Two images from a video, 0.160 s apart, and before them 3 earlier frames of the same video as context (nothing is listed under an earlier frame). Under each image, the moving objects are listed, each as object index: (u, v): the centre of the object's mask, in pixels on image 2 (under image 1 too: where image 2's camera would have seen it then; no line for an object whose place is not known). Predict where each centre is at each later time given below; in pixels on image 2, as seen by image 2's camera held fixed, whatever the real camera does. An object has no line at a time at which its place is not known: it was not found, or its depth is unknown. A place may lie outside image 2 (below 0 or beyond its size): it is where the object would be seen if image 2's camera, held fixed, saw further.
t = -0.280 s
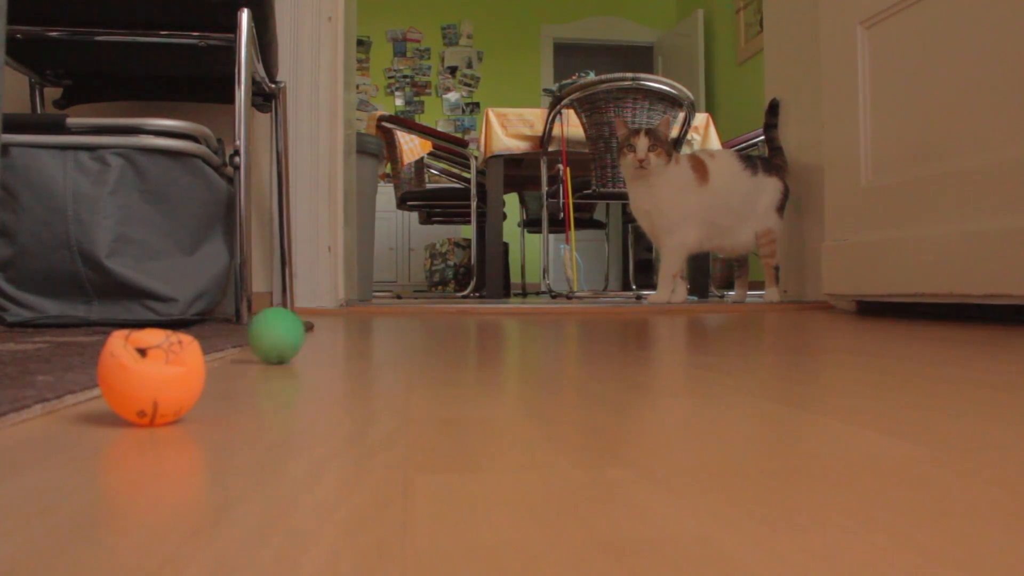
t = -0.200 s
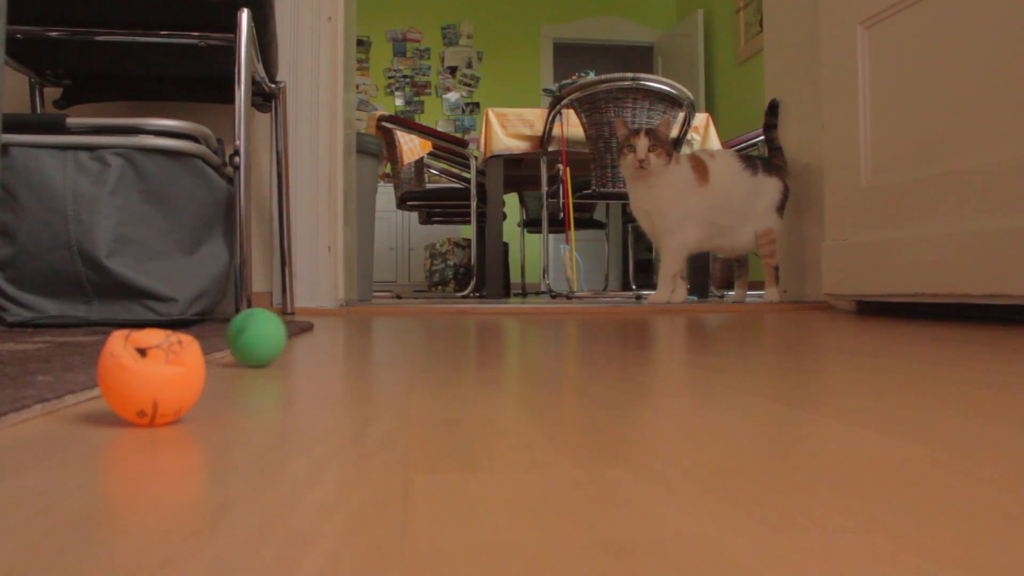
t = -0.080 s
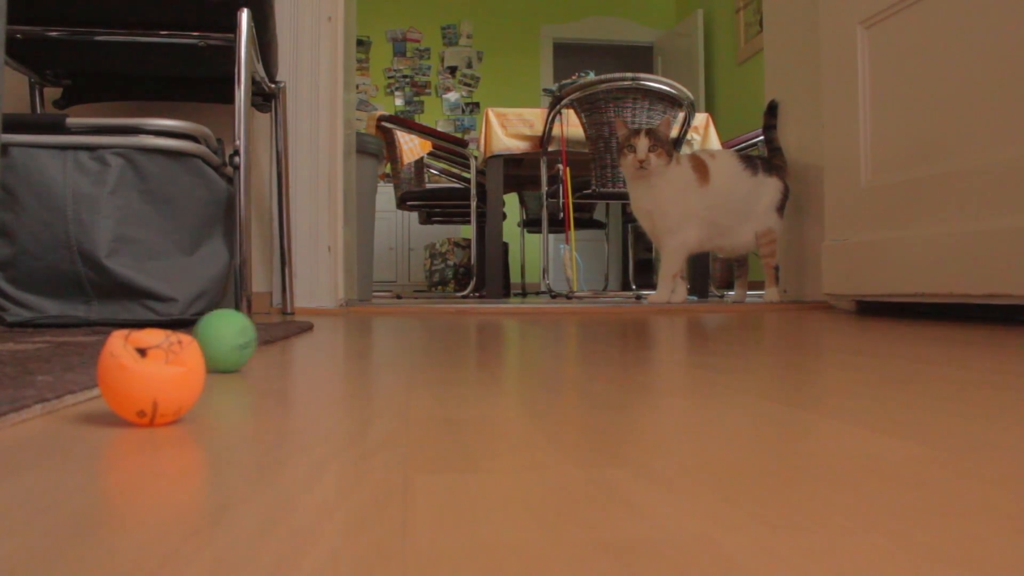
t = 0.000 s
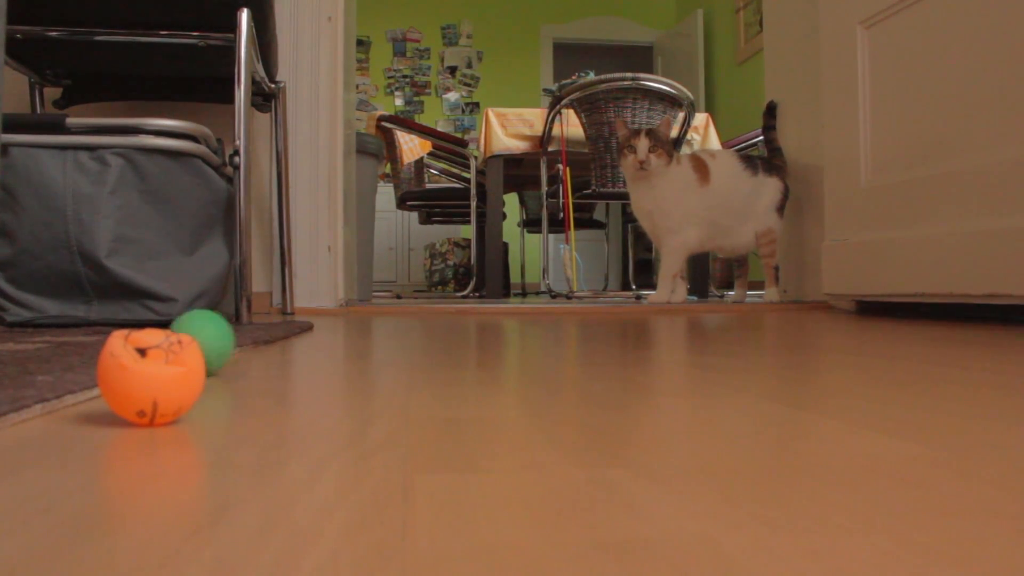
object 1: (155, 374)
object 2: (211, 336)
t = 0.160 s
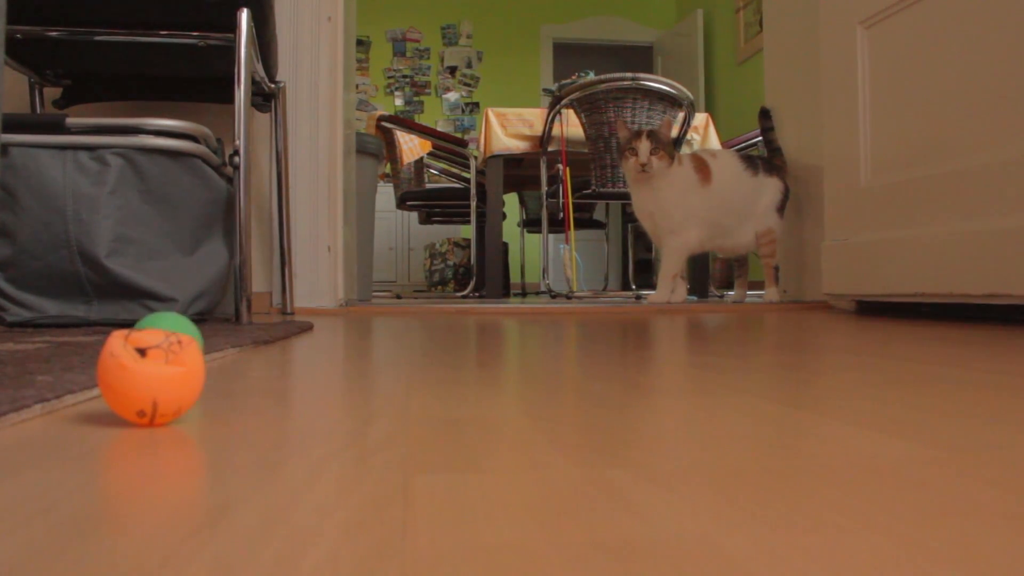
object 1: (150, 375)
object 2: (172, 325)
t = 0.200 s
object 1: (147, 375)
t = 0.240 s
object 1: (146, 374)
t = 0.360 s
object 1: (142, 374)
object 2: (102, 336)
